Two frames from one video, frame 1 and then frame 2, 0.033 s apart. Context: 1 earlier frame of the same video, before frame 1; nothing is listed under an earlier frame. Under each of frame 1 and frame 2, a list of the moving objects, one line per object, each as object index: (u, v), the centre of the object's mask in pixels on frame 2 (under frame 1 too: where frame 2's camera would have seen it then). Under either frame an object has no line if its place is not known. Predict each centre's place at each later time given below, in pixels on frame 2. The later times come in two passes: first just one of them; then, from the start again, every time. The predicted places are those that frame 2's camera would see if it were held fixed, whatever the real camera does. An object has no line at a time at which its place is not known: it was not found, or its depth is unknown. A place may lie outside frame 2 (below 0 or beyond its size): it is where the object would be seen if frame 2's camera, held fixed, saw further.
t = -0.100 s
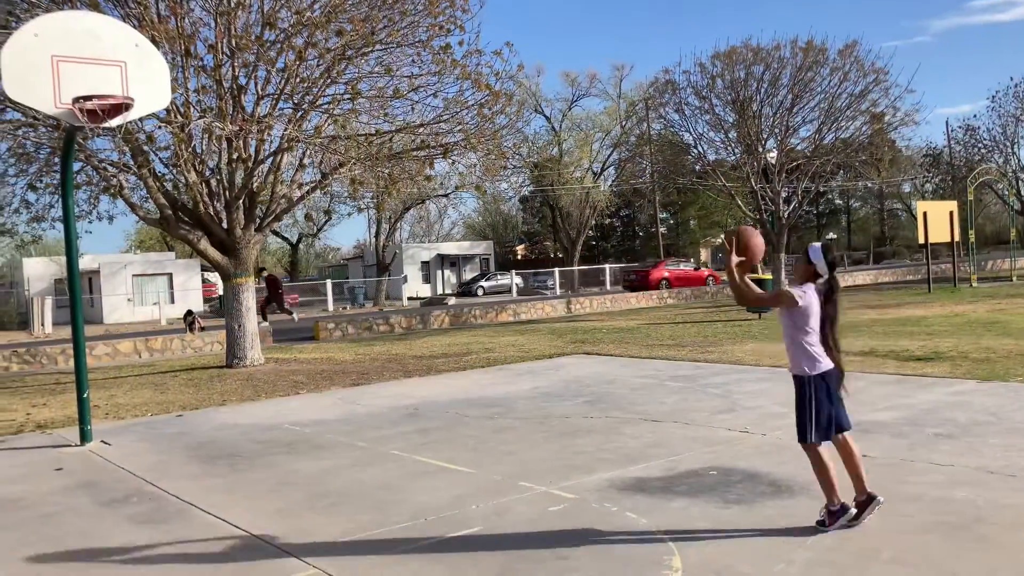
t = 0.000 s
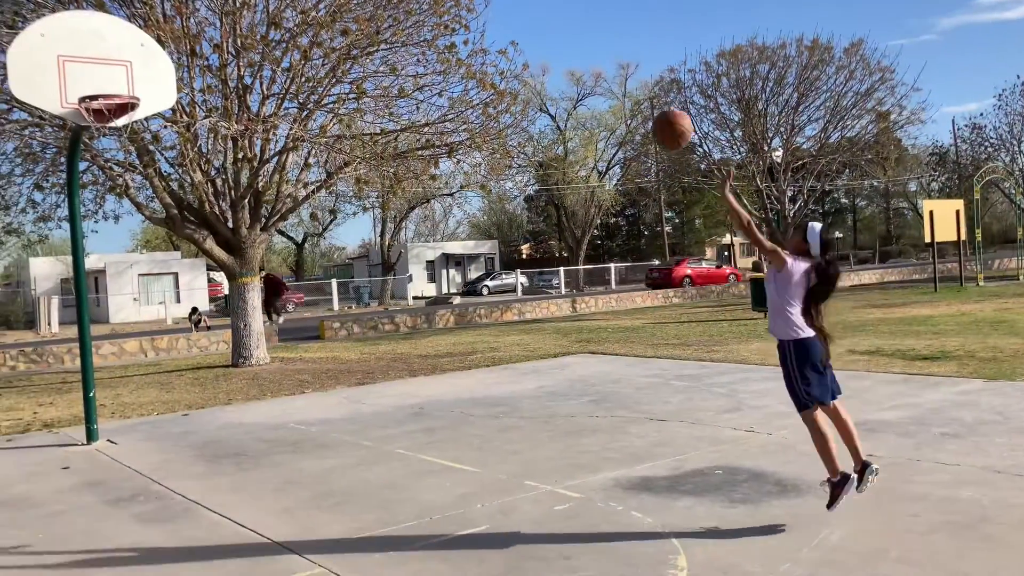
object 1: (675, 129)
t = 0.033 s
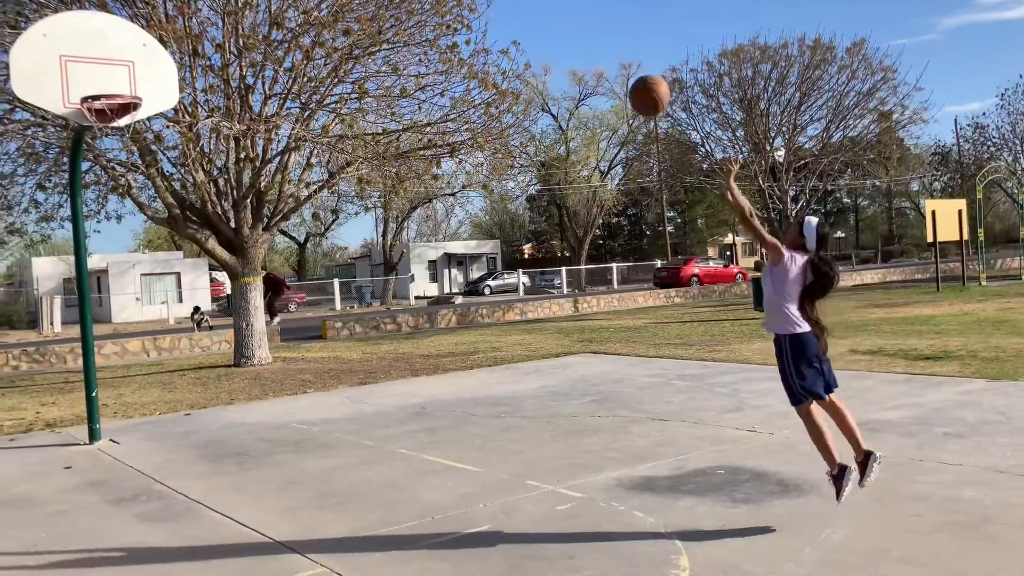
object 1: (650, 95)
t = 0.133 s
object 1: (578, 15)
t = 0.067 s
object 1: (625, 64)
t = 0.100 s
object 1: (601, 36)
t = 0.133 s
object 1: (578, 15)
